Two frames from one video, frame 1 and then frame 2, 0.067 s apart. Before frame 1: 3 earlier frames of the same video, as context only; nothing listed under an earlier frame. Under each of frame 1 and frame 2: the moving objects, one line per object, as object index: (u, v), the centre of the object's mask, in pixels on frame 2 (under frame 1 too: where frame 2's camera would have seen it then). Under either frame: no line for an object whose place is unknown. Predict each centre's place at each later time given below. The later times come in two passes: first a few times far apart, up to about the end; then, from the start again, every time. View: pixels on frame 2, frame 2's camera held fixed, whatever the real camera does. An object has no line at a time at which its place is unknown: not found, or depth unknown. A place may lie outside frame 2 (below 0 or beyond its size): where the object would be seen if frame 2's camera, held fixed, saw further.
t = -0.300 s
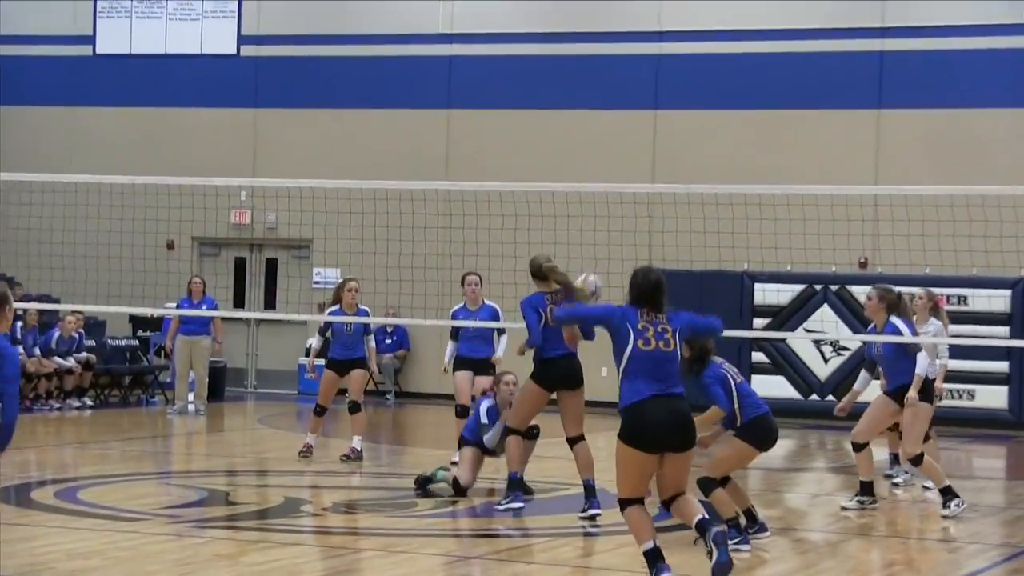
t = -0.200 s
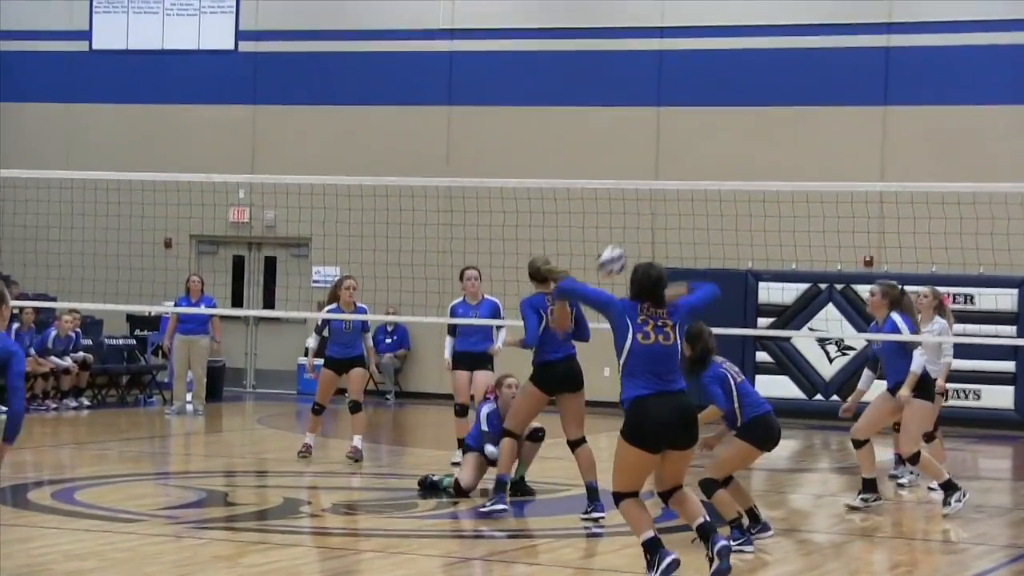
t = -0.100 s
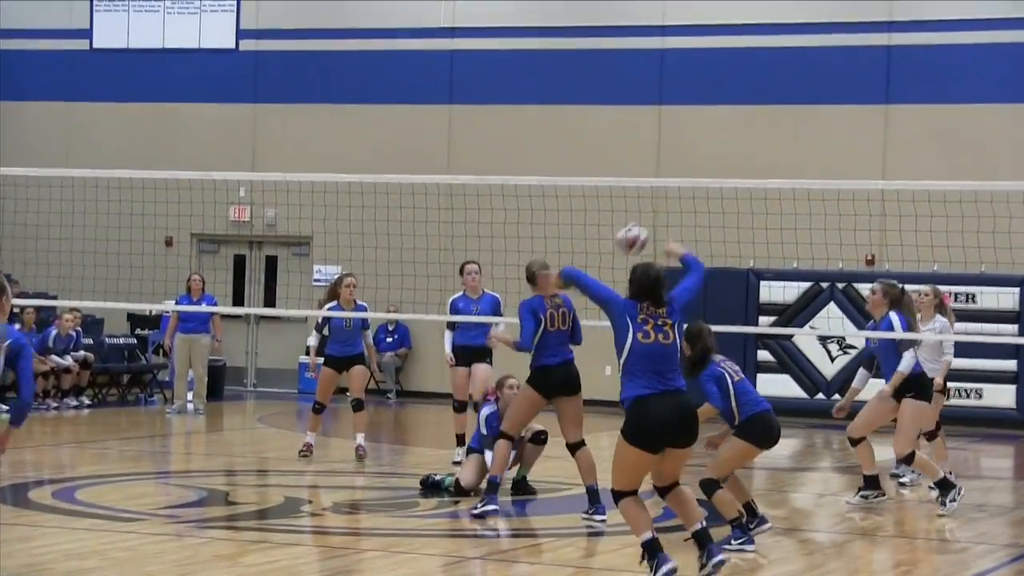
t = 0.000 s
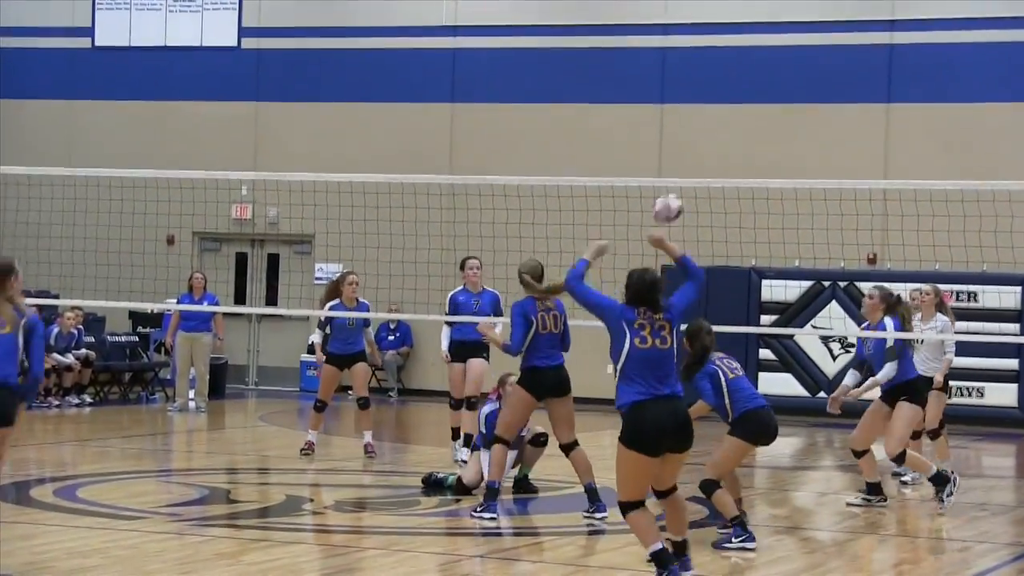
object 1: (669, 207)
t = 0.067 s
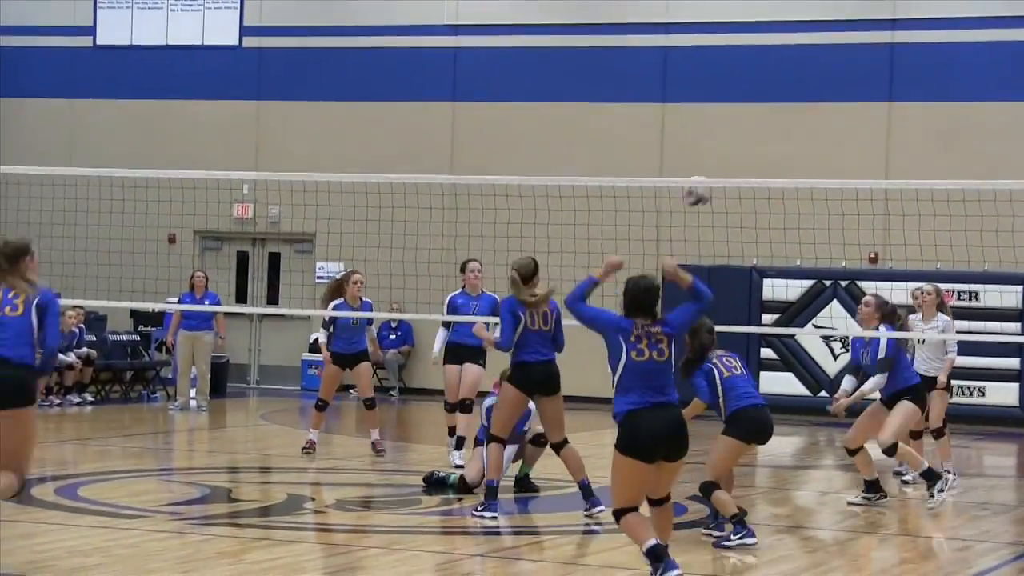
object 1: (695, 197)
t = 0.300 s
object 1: (792, 180)
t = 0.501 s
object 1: (874, 236)
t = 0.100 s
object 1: (710, 186)
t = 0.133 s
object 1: (725, 180)
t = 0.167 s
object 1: (739, 174)
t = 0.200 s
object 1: (751, 170)
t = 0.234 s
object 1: (764, 170)
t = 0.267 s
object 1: (779, 175)
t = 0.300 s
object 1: (792, 180)
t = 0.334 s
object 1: (804, 186)
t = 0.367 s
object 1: (819, 196)
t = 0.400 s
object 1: (833, 201)
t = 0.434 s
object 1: (846, 210)
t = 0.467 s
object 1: (862, 222)
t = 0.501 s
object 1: (874, 236)
